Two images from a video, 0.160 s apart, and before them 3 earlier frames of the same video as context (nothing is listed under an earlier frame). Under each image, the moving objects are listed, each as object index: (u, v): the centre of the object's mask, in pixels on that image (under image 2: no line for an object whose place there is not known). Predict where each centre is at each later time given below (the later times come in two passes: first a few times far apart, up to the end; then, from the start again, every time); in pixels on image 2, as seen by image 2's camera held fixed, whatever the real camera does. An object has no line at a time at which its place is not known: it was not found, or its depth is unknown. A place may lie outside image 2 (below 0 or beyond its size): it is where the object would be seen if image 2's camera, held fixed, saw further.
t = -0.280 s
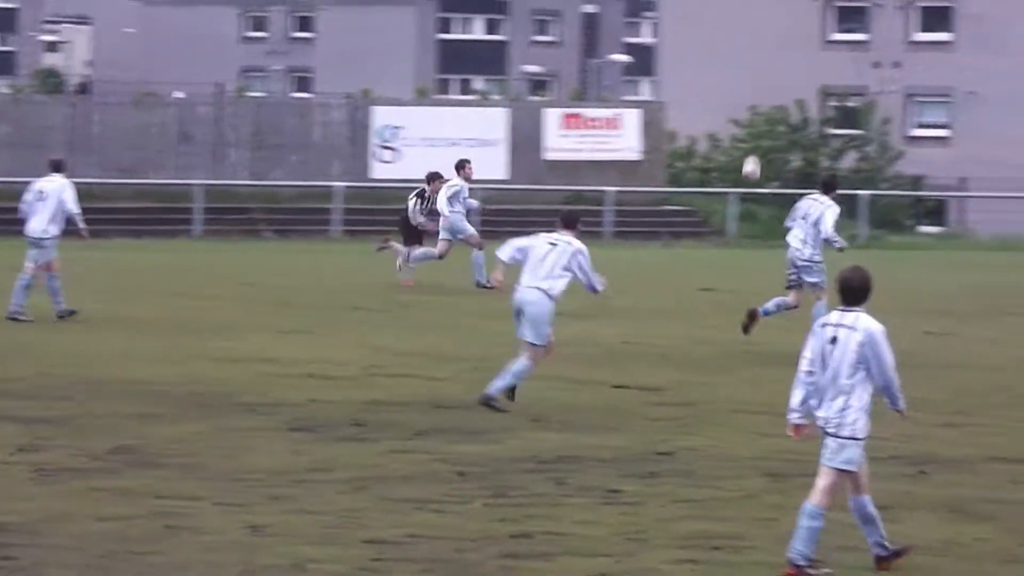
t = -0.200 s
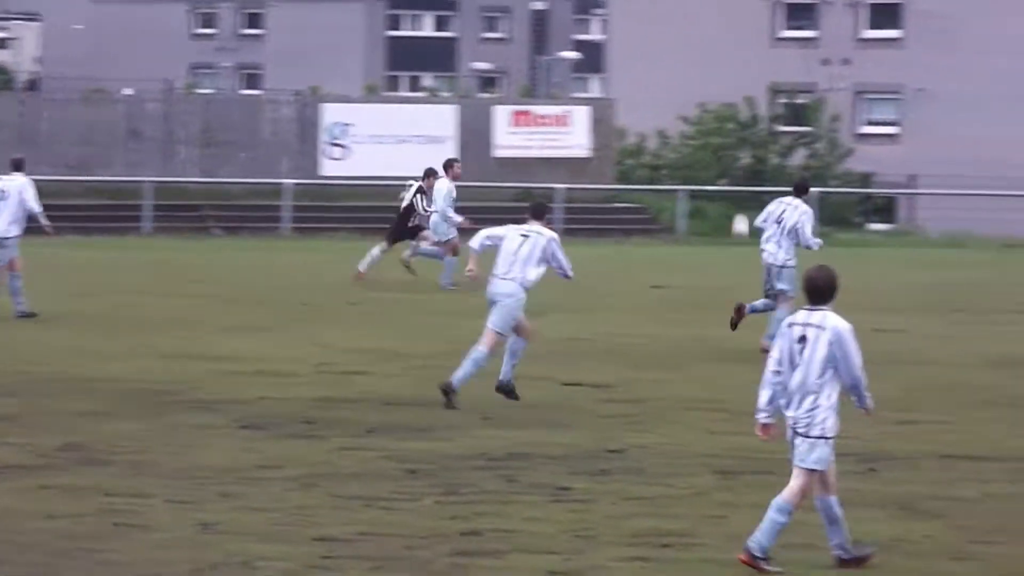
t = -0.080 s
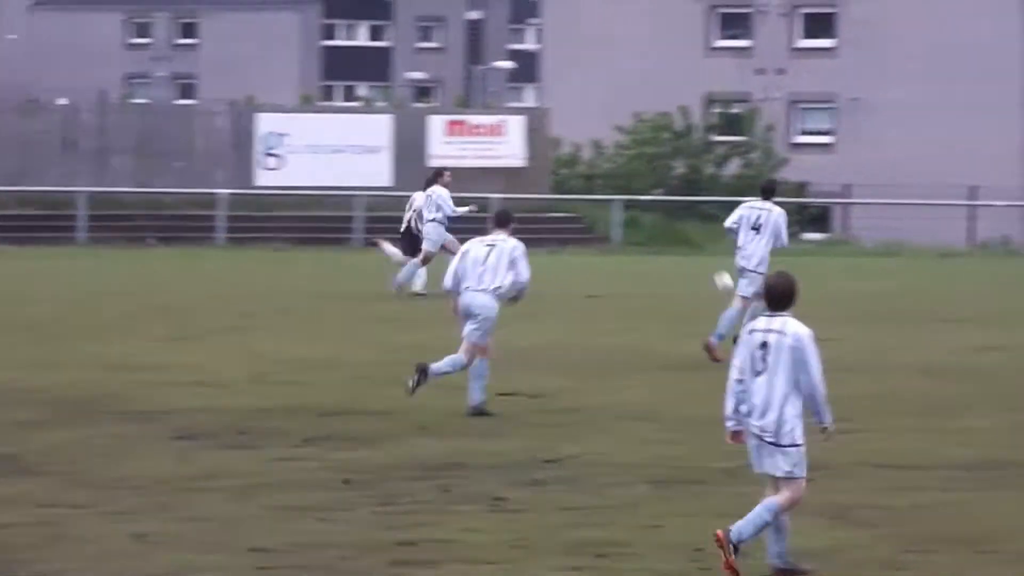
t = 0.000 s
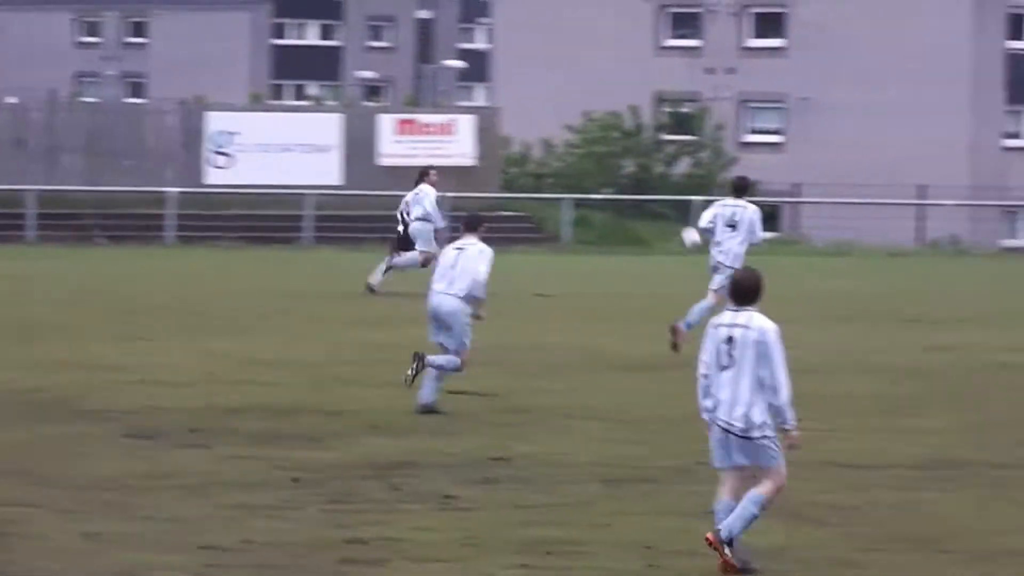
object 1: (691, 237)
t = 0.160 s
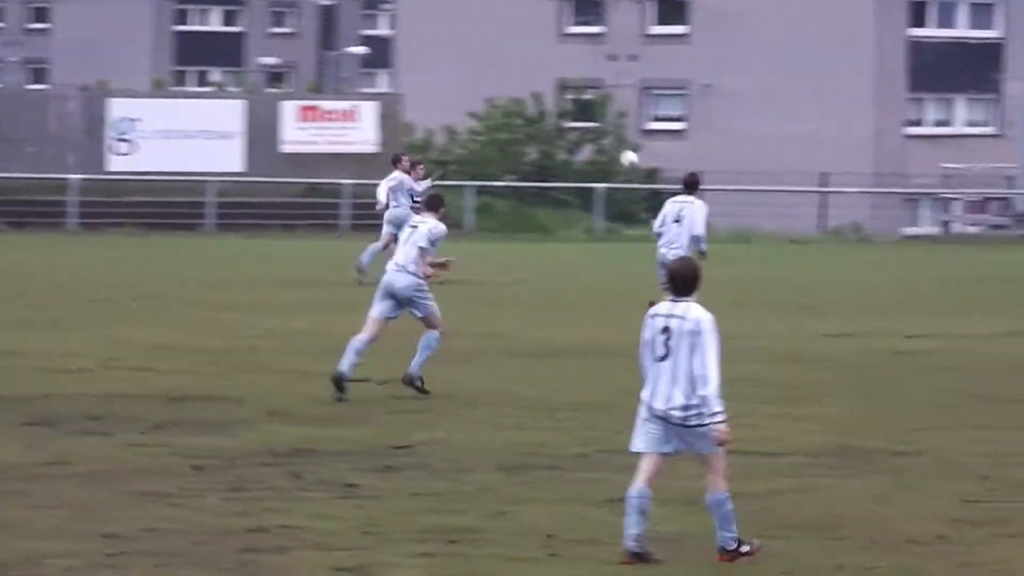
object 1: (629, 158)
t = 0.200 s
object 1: (638, 145)
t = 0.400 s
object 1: (681, 98)
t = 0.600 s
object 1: (718, 84)
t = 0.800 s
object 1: (752, 101)
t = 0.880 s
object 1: (765, 116)
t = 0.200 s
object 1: (638, 145)
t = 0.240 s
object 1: (648, 132)
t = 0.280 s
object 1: (654, 123)
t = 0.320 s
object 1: (663, 113)
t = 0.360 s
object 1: (673, 104)
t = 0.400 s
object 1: (681, 98)
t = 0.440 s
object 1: (689, 93)
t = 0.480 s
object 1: (694, 89)
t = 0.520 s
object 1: (704, 84)
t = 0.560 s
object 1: (712, 83)
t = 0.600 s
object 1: (718, 84)
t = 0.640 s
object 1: (724, 86)
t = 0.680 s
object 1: (733, 86)
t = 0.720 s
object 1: (739, 90)
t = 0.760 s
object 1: (747, 94)
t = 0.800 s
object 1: (752, 101)
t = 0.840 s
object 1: (760, 107)
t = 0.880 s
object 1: (765, 116)
